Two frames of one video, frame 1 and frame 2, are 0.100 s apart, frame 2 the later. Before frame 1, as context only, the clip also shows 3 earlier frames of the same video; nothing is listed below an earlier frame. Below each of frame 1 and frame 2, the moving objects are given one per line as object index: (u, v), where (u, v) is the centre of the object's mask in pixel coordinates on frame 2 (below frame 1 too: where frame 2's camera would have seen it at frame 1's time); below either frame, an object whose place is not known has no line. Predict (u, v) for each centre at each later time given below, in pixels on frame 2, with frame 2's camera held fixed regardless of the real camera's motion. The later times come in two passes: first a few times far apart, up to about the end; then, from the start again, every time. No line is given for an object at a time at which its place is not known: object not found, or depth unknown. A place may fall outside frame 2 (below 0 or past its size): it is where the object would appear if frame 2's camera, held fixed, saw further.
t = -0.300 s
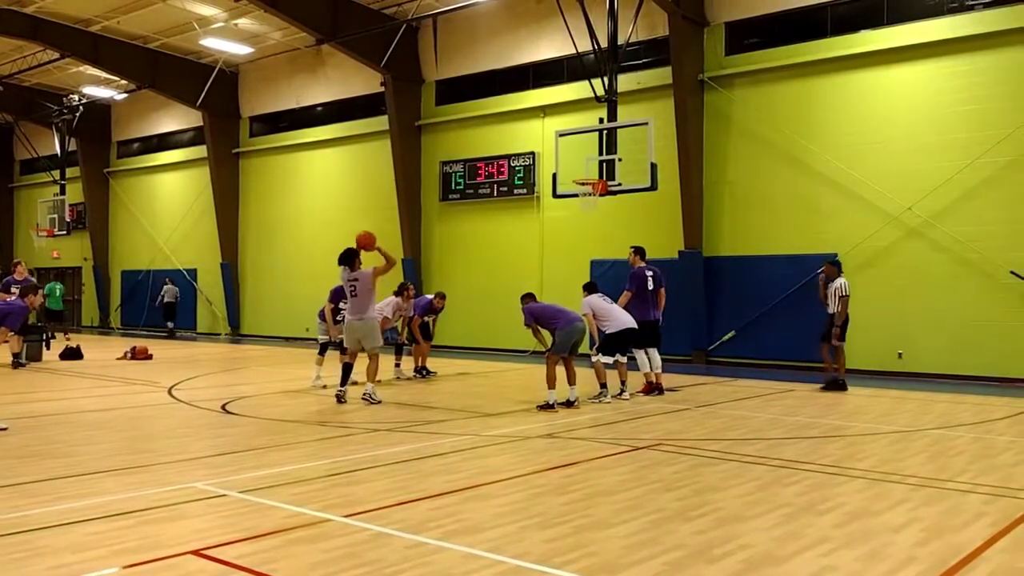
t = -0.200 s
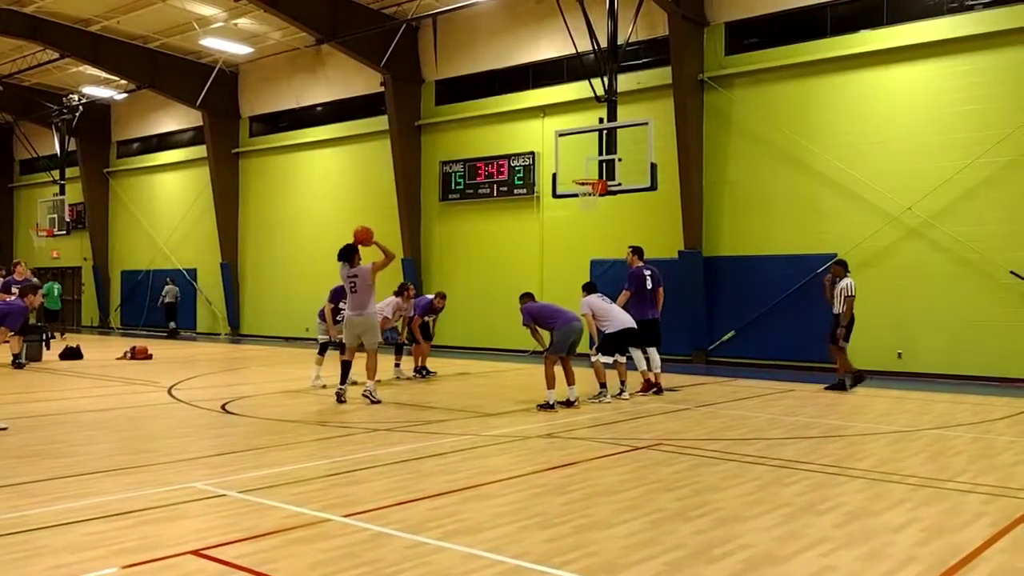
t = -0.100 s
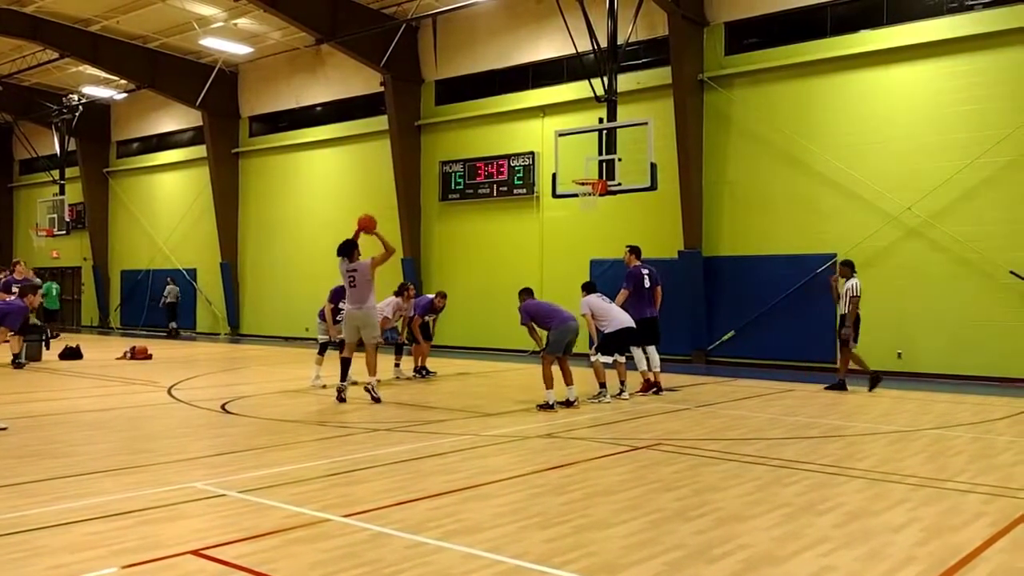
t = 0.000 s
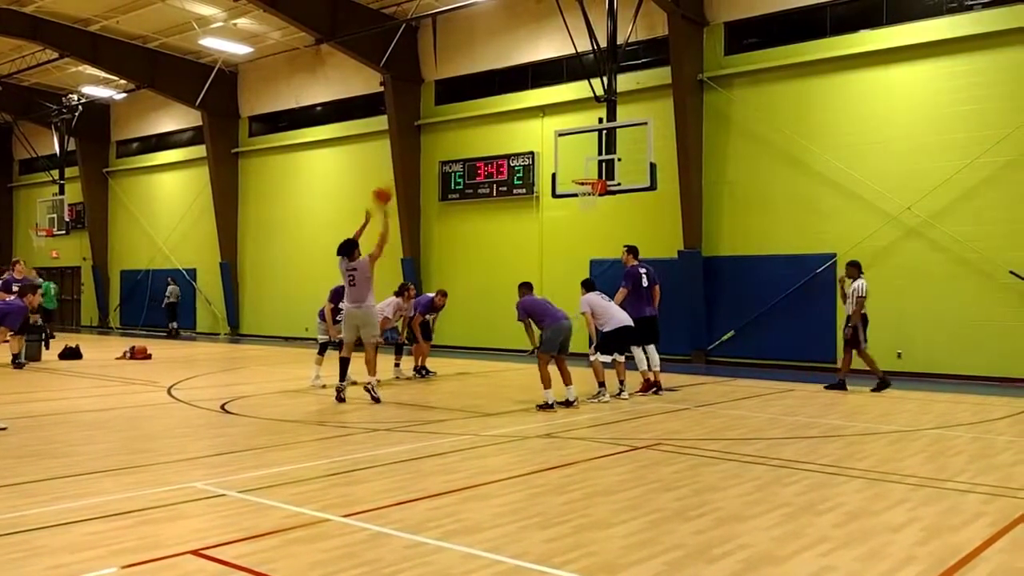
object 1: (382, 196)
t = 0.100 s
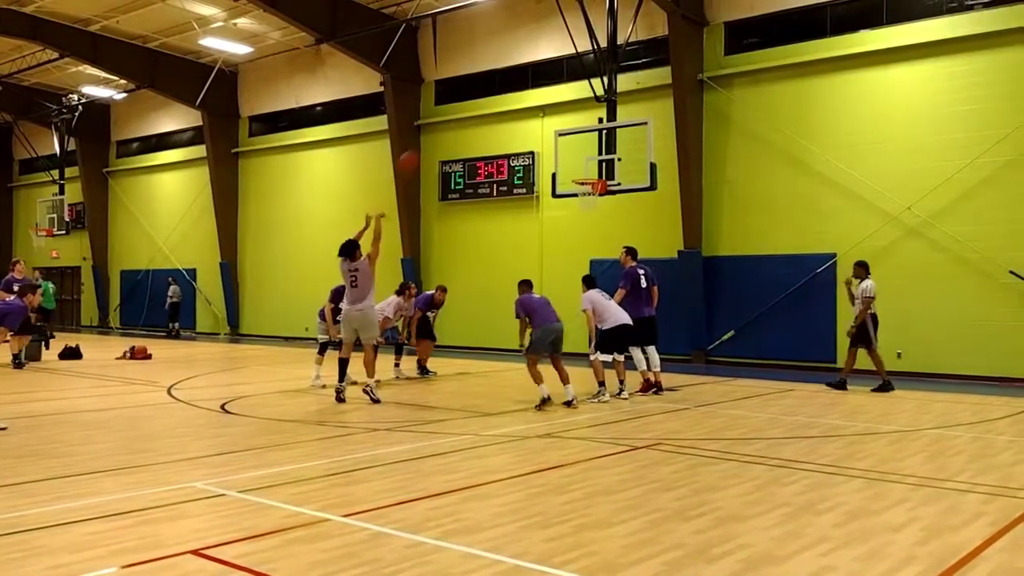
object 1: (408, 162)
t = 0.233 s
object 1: (442, 130)
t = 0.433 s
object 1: (488, 112)
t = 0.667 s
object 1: (535, 125)
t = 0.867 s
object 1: (570, 163)
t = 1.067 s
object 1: (593, 202)
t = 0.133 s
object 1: (416, 152)
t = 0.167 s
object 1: (425, 145)
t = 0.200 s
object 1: (434, 136)
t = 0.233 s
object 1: (442, 130)
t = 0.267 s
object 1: (451, 125)
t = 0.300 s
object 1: (457, 121)
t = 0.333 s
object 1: (466, 118)
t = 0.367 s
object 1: (473, 115)
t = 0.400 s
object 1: (480, 112)
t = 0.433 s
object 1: (488, 112)
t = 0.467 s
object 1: (496, 111)
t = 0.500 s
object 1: (503, 112)
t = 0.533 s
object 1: (507, 113)
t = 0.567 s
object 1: (516, 115)
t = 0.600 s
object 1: (521, 117)
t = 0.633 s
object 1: (528, 121)
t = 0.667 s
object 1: (535, 125)
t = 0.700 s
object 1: (541, 129)
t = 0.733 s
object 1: (547, 135)
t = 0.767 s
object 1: (553, 141)
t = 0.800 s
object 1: (559, 148)
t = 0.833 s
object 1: (564, 155)
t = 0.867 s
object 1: (570, 163)
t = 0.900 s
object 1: (575, 171)
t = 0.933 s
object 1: (580, 179)
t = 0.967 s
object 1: (583, 187)
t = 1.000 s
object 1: (588, 193)
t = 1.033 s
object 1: (591, 199)
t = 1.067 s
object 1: (593, 202)
